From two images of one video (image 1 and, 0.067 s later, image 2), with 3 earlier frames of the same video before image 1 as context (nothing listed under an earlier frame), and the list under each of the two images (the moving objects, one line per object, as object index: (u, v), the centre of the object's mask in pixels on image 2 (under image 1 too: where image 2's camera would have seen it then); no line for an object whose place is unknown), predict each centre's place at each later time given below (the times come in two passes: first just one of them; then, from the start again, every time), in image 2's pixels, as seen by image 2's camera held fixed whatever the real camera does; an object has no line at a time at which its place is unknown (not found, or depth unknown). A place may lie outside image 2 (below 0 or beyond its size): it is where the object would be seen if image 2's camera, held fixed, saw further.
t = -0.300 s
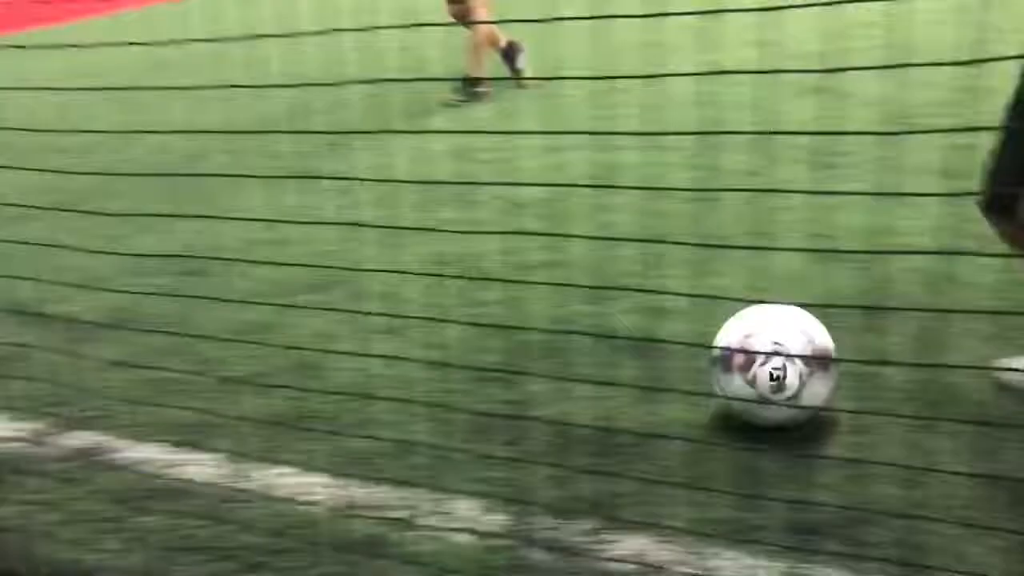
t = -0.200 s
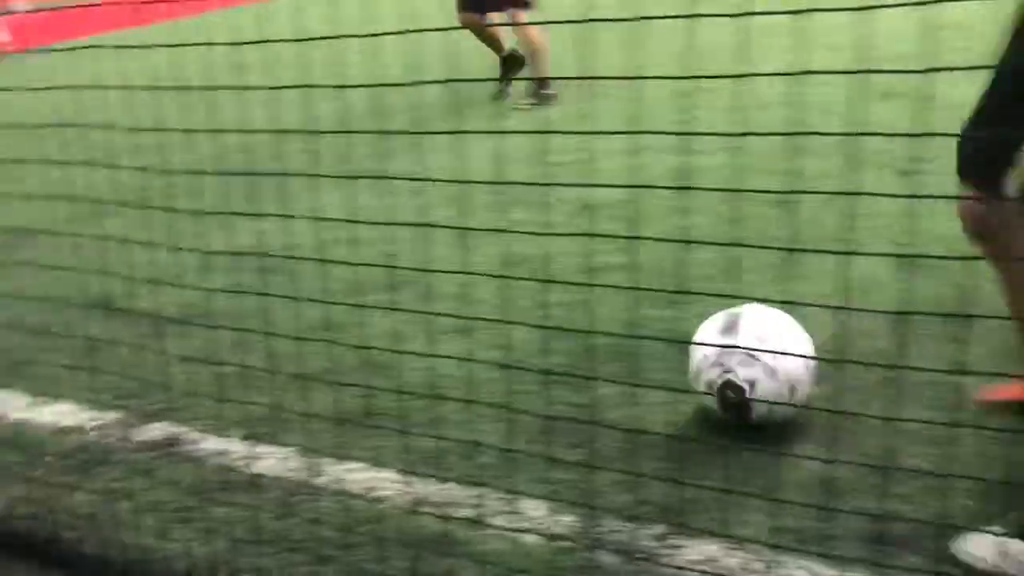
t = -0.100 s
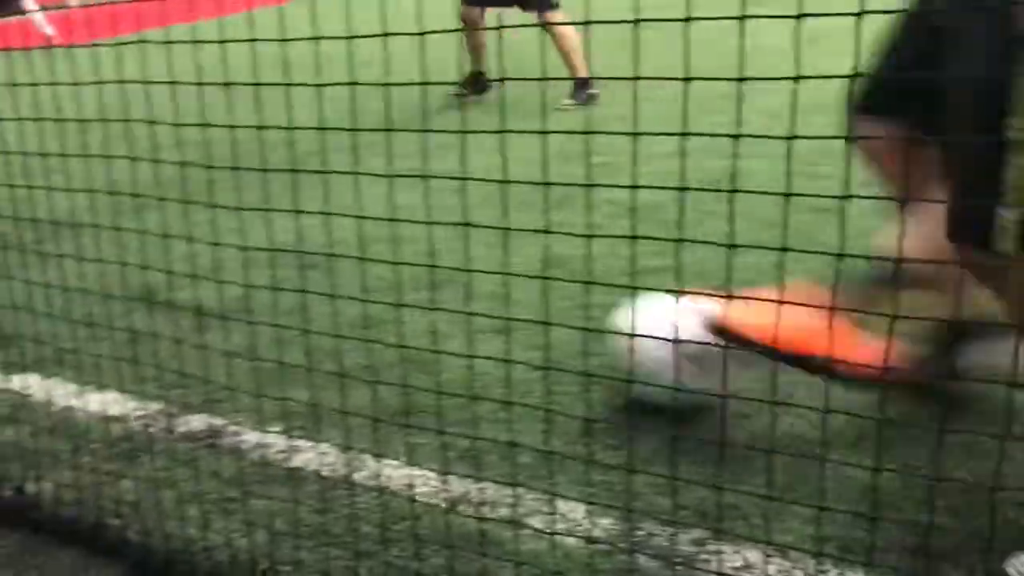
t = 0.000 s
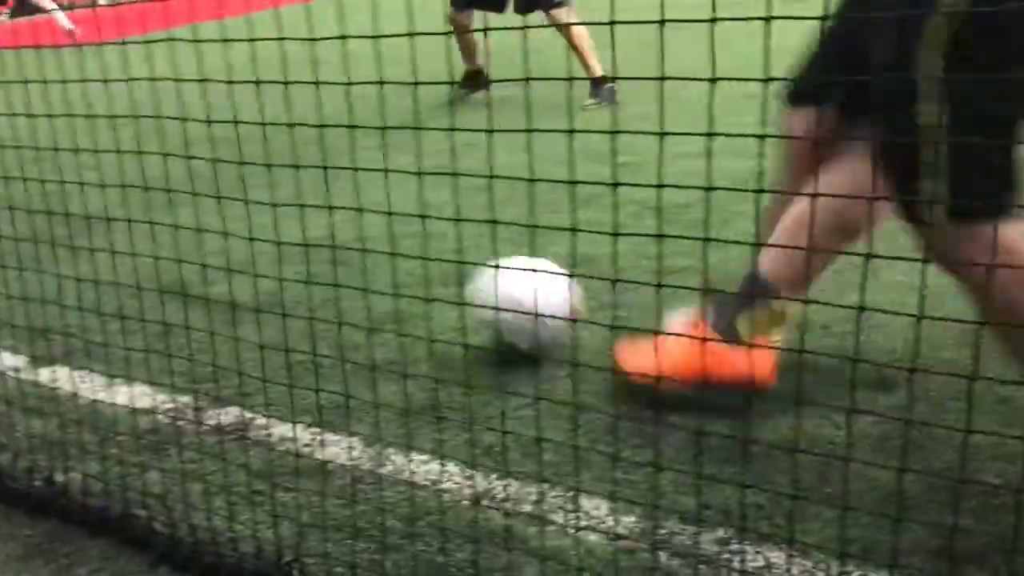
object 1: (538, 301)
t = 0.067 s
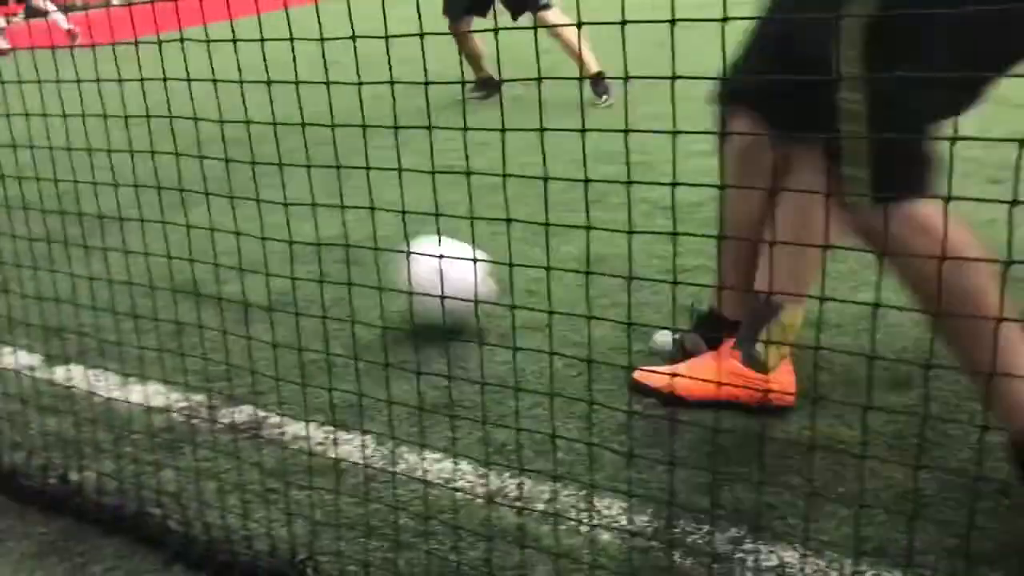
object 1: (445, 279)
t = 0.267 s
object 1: (242, 235)
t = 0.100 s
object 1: (404, 263)
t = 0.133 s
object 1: (366, 255)
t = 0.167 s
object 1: (334, 254)
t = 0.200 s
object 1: (301, 252)
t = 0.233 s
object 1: (271, 246)
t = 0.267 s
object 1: (242, 235)
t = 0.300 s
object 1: (215, 230)
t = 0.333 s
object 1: (192, 229)
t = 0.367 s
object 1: (165, 224)
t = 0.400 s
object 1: (144, 216)
